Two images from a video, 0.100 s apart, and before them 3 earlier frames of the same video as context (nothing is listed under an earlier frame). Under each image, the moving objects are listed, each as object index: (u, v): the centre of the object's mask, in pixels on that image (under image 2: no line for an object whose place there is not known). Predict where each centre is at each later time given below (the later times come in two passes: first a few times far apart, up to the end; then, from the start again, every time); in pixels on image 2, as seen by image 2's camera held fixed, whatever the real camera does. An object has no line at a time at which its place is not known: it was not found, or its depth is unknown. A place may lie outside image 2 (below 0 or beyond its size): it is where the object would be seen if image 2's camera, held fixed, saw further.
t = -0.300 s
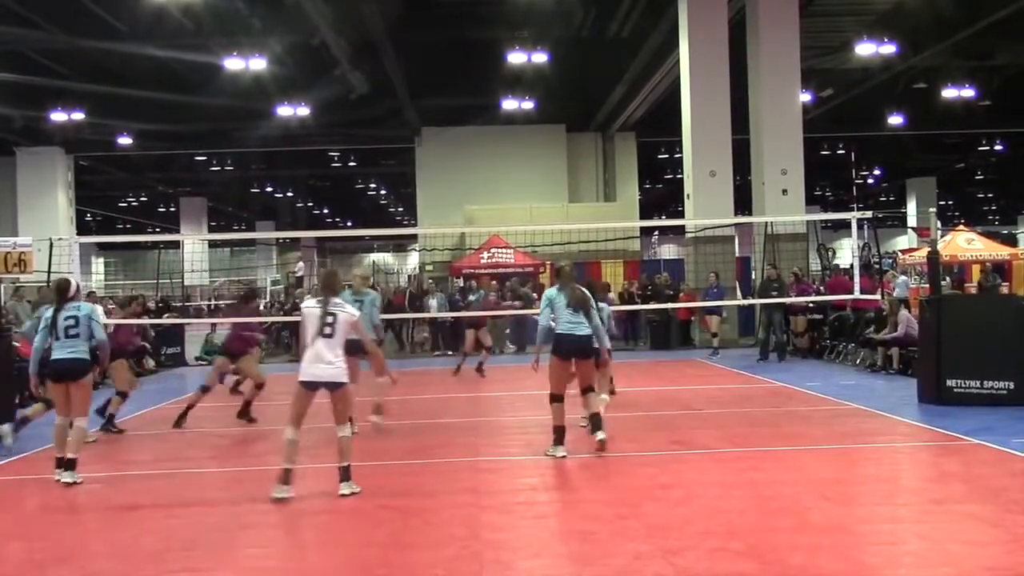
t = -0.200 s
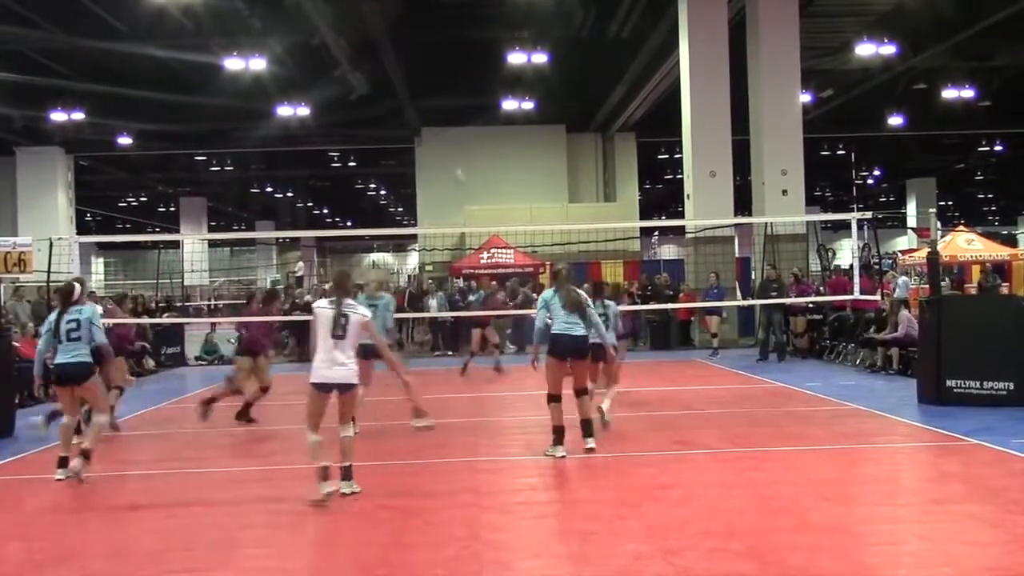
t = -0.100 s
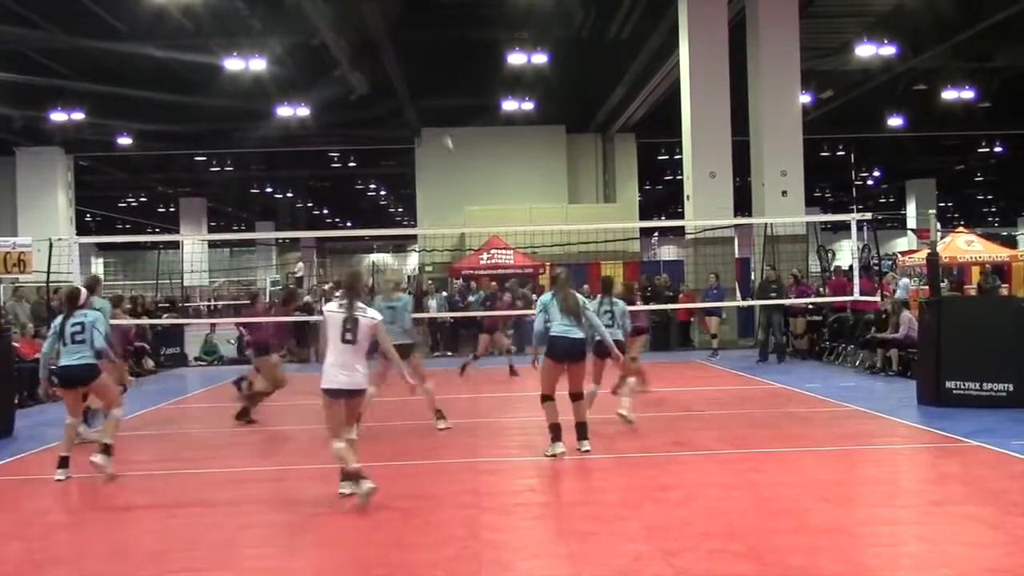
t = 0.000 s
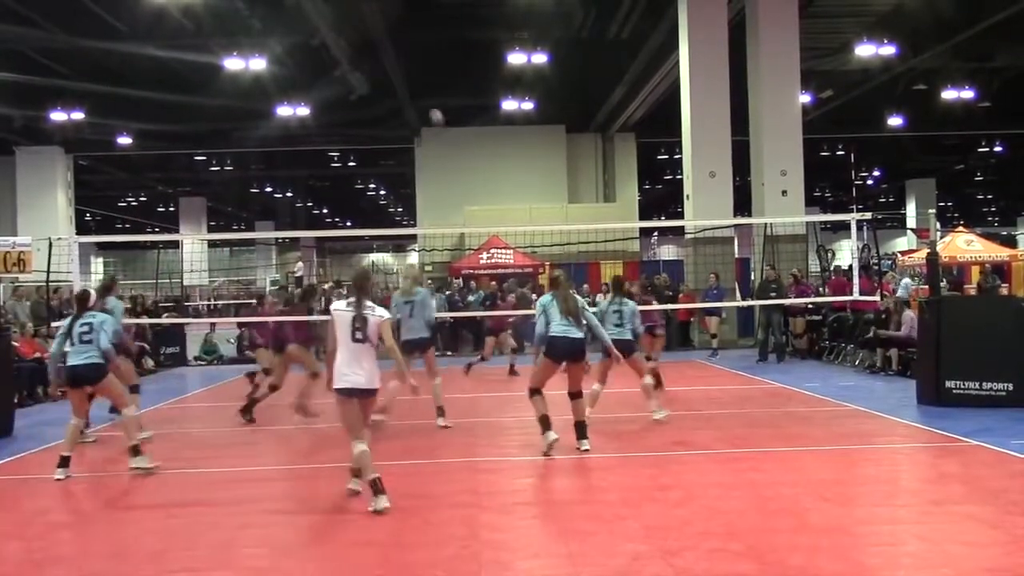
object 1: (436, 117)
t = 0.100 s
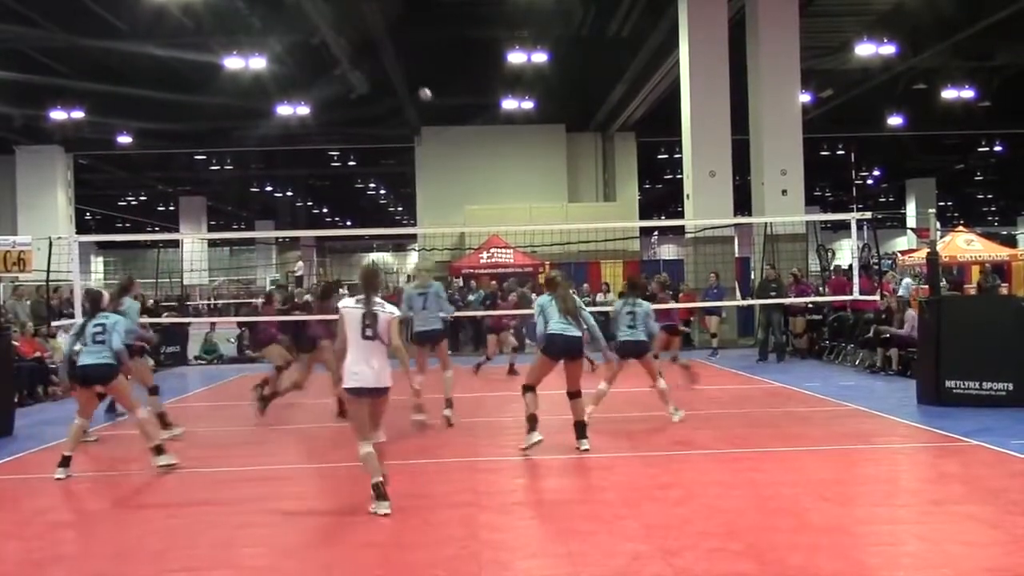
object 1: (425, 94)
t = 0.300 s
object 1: (403, 68)
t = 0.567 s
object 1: (375, 69)
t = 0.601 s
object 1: (372, 71)
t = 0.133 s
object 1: (421, 88)
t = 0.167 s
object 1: (417, 82)
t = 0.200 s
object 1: (414, 78)
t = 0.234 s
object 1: (410, 73)
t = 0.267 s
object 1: (407, 70)
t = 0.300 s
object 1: (403, 68)
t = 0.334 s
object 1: (399, 66)
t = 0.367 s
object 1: (395, 64)
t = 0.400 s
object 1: (392, 63)
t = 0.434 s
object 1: (389, 63)
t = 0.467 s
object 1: (386, 63)
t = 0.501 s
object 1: (382, 64)
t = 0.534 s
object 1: (378, 66)
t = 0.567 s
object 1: (375, 69)
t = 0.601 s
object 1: (372, 71)
